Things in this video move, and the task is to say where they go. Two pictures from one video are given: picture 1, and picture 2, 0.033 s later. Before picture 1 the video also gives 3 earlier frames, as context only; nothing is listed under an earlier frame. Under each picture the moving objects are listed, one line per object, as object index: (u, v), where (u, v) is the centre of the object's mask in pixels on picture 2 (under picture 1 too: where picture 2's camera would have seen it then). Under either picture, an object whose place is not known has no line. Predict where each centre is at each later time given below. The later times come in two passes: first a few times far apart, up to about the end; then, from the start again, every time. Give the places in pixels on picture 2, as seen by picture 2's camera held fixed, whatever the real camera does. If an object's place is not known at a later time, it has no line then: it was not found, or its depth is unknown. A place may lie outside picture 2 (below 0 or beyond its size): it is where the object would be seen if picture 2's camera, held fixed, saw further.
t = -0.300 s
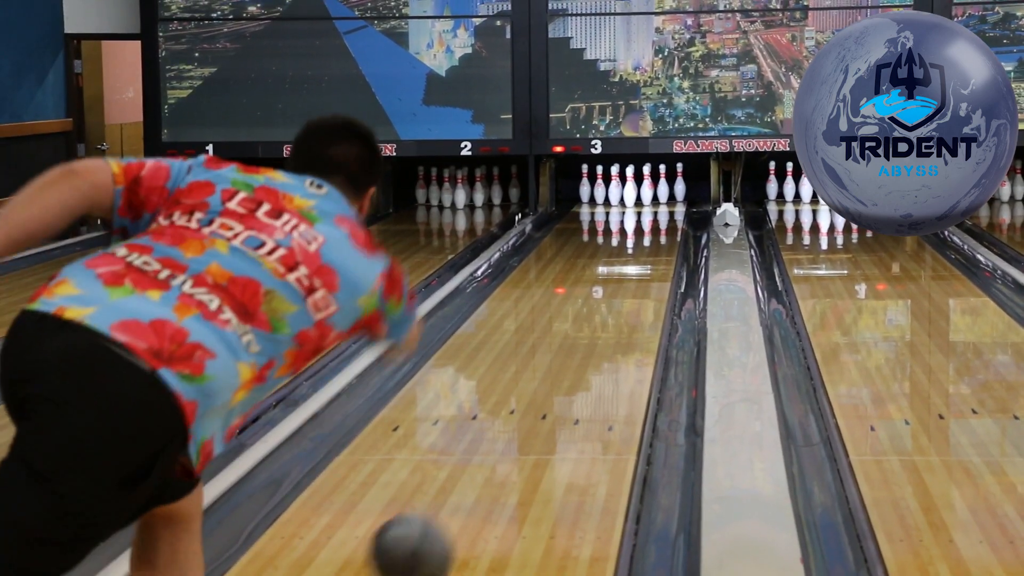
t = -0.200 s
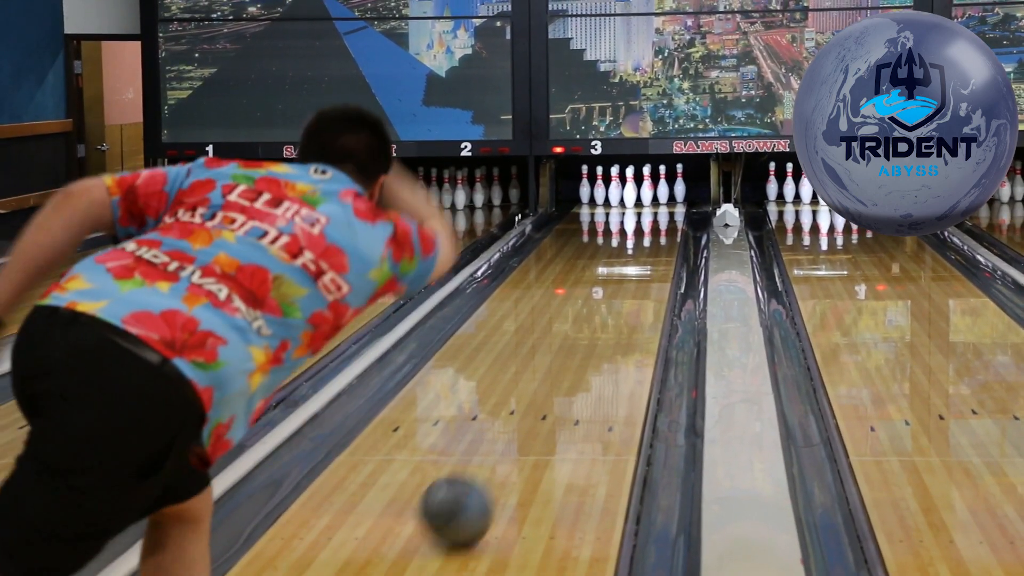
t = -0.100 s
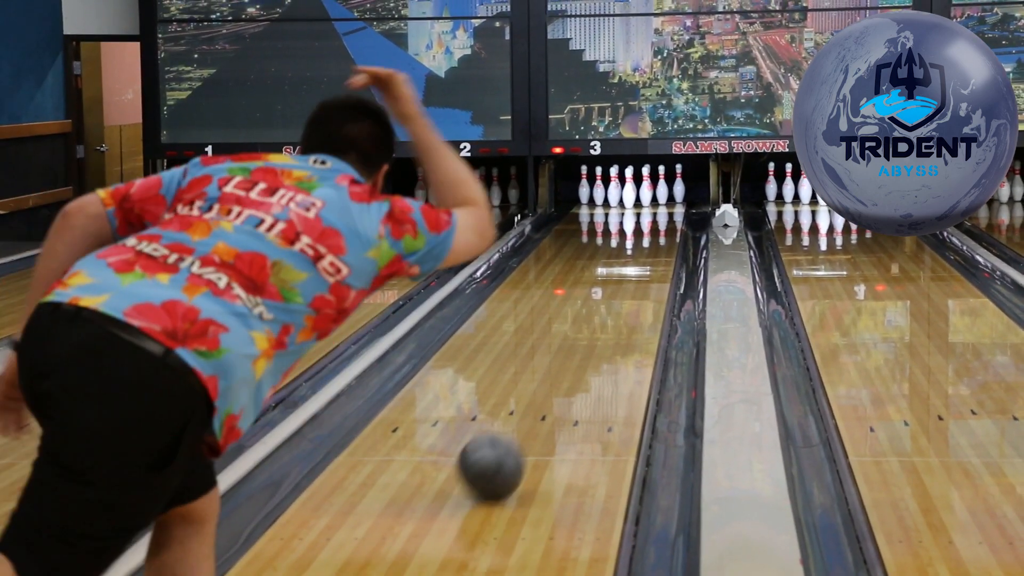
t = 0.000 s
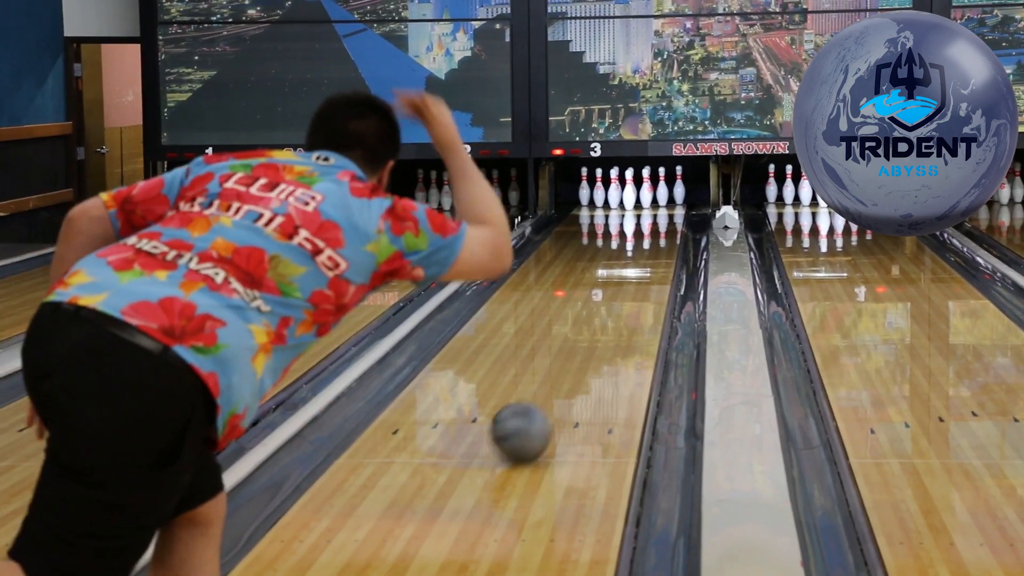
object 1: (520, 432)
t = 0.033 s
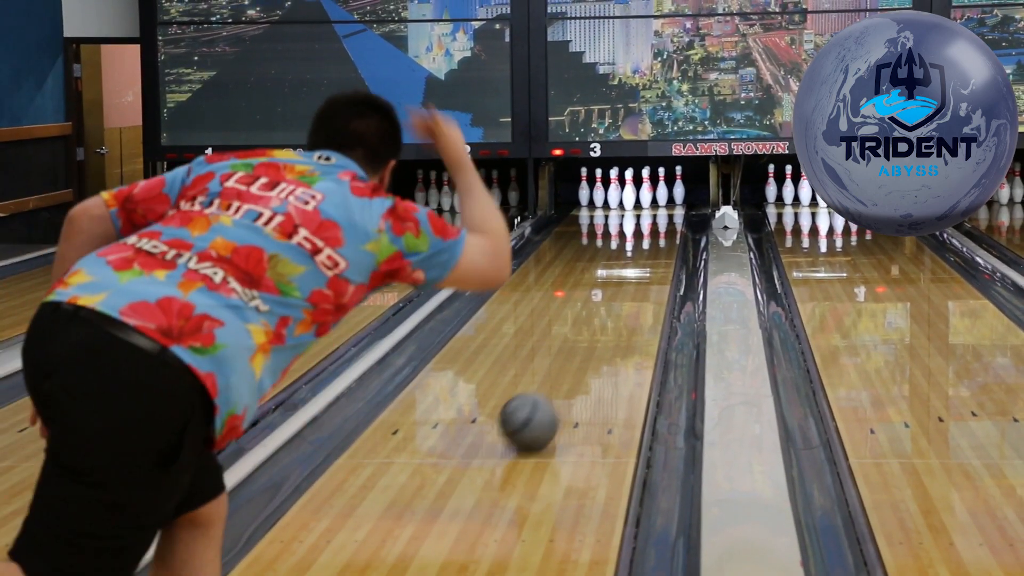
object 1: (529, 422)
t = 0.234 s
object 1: (570, 369)
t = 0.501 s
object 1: (608, 318)
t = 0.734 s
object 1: (631, 286)
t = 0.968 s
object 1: (646, 261)
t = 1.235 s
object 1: (657, 241)
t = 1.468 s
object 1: (658, 226)
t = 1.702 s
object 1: (653, 214)
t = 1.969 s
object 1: (642, 203)
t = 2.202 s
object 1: (649, 196)
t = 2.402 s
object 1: (657, 196)
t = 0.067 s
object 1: (536, 413)
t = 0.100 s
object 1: (544, 403)
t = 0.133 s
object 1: (551, 393)
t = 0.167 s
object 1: (558, 384)
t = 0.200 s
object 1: (564, 376)
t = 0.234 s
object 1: (570, 369)
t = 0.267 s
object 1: (576, 361)
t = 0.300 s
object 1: (581, 354)
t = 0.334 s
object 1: (586, 347)
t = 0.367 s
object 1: (591, 341)
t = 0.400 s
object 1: (596, 335)
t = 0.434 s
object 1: (600, 329)
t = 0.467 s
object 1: (604, 323)
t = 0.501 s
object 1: (608, 318)
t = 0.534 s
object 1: (612, 313)
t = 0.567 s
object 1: (615, 308)
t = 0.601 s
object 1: (619, 303)
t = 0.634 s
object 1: (621, 299)
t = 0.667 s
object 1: (625, 294)
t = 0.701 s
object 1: (628, 290)
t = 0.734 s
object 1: (631, 286)
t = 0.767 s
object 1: (633, 282)
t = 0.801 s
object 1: (636, 279)
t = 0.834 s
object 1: (638, 275)
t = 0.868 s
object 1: (641, 271)
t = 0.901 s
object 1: (643, 267)
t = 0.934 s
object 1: (645, 264)
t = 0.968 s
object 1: (646, 261)
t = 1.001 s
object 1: (648, 258)
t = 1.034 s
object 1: (649, 255)
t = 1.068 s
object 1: (651, 253)
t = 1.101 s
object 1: (653, 250)
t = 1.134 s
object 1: (654, 247)
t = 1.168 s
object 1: (655, 245)
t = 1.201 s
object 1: (656, 244)
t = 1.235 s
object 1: (657, 241)
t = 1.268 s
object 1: (657, 239)
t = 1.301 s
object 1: (658, 236)
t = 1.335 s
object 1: (658, 234)
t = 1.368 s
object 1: (658, 232)
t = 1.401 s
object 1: (659, 230)
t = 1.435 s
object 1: (659, 228)
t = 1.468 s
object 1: (658, 226)
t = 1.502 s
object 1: (658, 224)
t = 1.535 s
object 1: (657, 222)
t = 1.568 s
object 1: (656, 220)
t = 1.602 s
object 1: (656, 219)
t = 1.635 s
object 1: (655, 217)
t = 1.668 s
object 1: (654, 215)
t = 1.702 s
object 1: (653, 214)
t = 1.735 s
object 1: (651, 212)
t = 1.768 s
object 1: (650, 211)
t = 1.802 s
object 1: (649, 210)
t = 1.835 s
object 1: (648, 208)
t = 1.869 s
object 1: (646, 207)
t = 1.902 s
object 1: (645, 205)
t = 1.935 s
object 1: (644, 204)
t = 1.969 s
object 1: (642, 203)
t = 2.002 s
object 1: (641, 202)
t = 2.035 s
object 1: (642, 201)
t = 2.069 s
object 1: (644, 199)
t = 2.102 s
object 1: (646, 198)
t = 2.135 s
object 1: (647, 197)
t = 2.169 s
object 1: (648, 197)
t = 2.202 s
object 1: (649, 196)
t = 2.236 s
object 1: (651, 196)
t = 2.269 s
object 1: (652, 196)
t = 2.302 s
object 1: (653, 195)
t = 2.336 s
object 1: (654, 195)
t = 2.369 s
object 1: (655, 195)
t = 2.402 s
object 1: (657, 196)
